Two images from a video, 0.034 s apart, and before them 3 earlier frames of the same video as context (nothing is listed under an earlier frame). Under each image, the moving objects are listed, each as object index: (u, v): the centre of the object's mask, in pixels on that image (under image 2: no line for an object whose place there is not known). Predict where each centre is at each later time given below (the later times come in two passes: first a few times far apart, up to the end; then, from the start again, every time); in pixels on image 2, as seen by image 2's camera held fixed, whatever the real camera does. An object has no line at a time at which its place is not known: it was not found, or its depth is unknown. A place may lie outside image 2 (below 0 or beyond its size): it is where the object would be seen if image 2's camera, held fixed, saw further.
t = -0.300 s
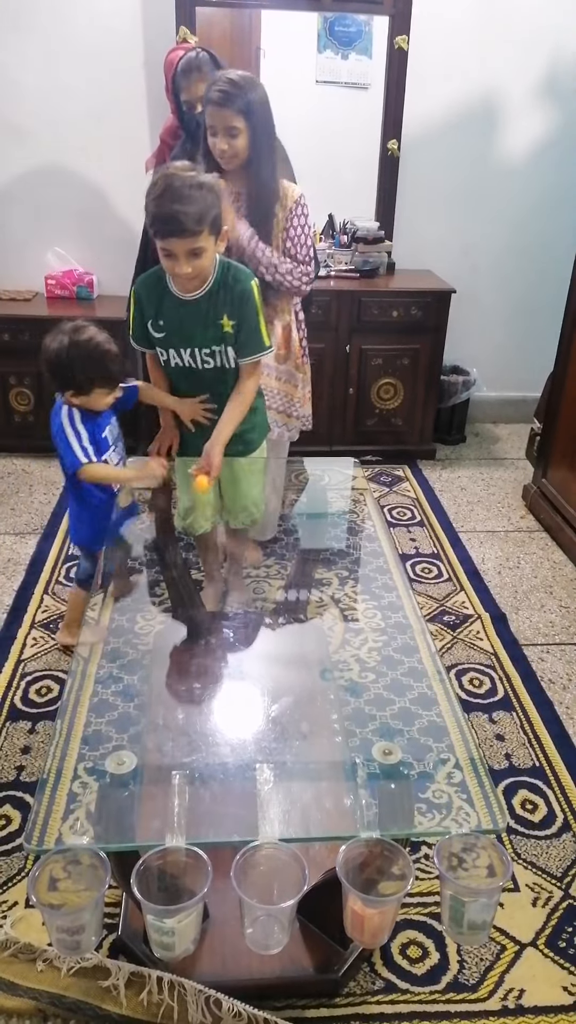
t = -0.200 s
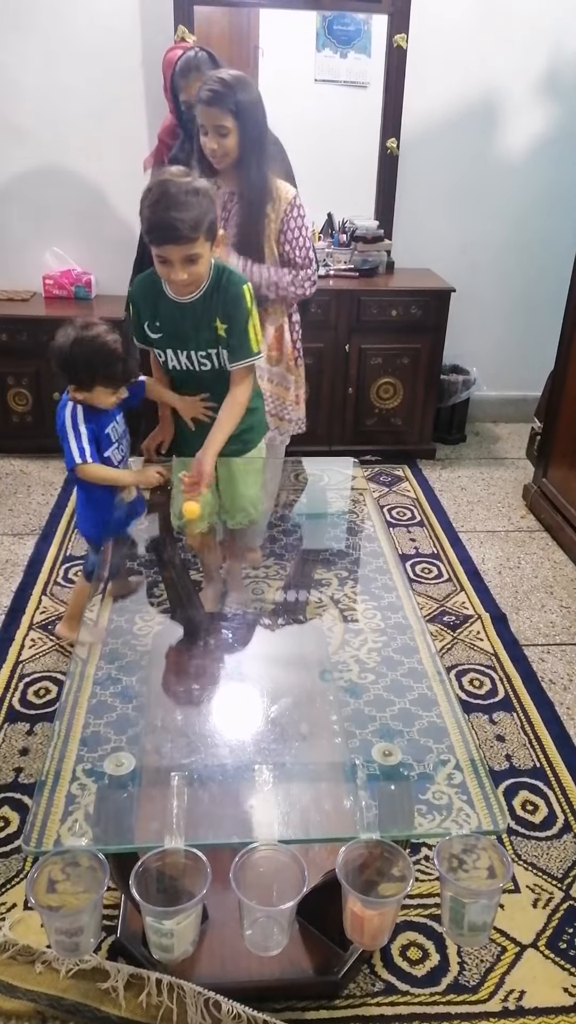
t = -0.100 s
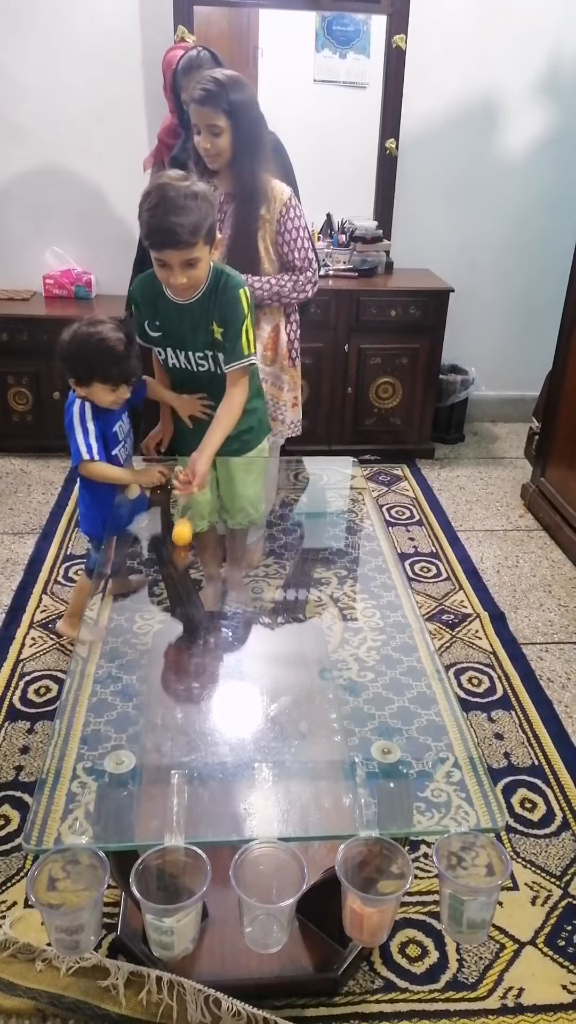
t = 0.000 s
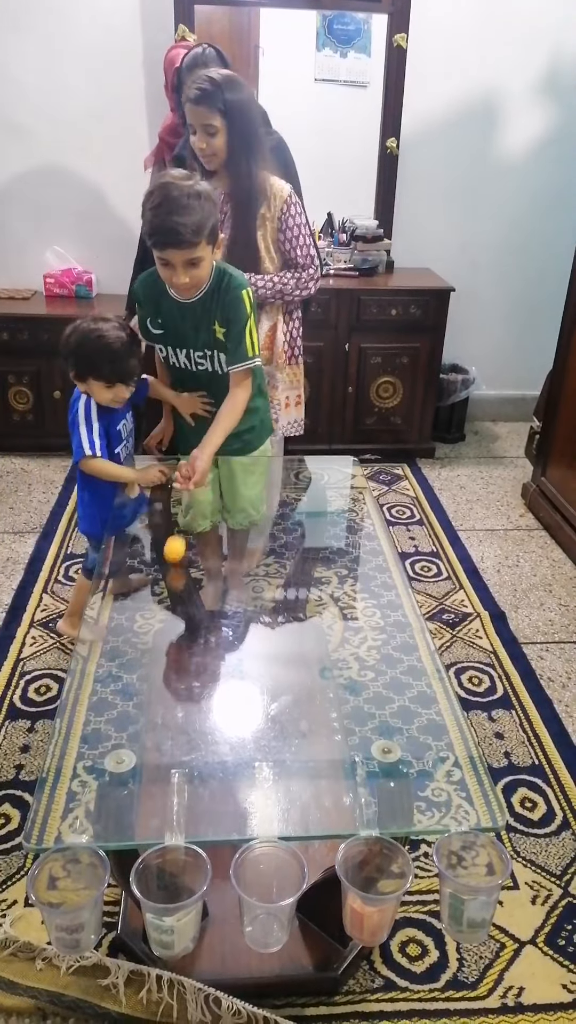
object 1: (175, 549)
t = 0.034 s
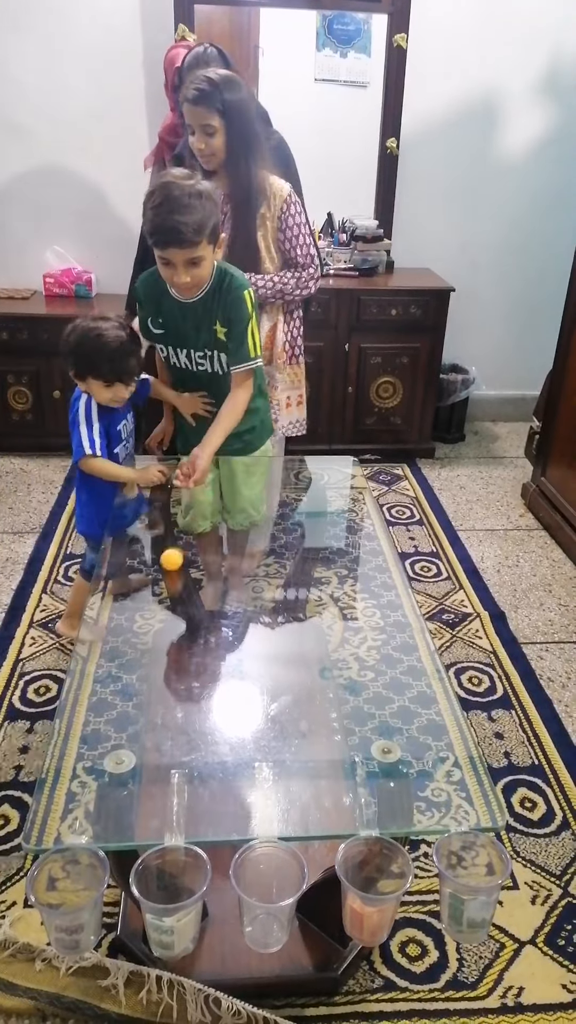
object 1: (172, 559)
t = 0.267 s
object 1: (151, 611)
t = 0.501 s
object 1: (125, 672)
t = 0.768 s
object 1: (85, 767)
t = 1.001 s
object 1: (42, 876)
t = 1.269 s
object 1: (113, 944)
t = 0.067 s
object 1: (168, 563)
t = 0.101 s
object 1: (165, 569)
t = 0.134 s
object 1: (163, 581)
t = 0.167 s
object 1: (159, 586)
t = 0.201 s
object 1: (157, 590)
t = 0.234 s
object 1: (155, 600)
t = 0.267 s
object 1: (151, 611)
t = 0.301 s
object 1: (148, 614)
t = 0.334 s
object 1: (144, 624)
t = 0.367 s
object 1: (141, 637)
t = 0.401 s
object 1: (138, 642)
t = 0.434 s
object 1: (132, 654)
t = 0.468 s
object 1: (130, 665)
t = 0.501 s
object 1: (125, 672)
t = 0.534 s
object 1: (121, 683)
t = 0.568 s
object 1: (116, 697)
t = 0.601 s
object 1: (111, 703)
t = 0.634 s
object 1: (107, 717)
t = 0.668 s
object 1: (101, 730)
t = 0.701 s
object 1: (96, 740)
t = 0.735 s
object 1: (91, 756)
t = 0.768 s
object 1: (85, 767)
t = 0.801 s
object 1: (81, 780)
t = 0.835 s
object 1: (74, 798)
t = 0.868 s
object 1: (68, 809)
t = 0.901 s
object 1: (61, 826)
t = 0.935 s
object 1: (54, 839)
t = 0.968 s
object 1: (47, 854)
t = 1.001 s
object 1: (42, 876)
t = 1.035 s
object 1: (46, 888)
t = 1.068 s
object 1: (56, 892)
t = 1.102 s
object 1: (67, 894)
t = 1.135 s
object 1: (77, 896)
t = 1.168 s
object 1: (85, 900)
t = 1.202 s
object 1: (94, 909)
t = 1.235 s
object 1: (104, 924)
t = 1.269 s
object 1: (113, 944)
